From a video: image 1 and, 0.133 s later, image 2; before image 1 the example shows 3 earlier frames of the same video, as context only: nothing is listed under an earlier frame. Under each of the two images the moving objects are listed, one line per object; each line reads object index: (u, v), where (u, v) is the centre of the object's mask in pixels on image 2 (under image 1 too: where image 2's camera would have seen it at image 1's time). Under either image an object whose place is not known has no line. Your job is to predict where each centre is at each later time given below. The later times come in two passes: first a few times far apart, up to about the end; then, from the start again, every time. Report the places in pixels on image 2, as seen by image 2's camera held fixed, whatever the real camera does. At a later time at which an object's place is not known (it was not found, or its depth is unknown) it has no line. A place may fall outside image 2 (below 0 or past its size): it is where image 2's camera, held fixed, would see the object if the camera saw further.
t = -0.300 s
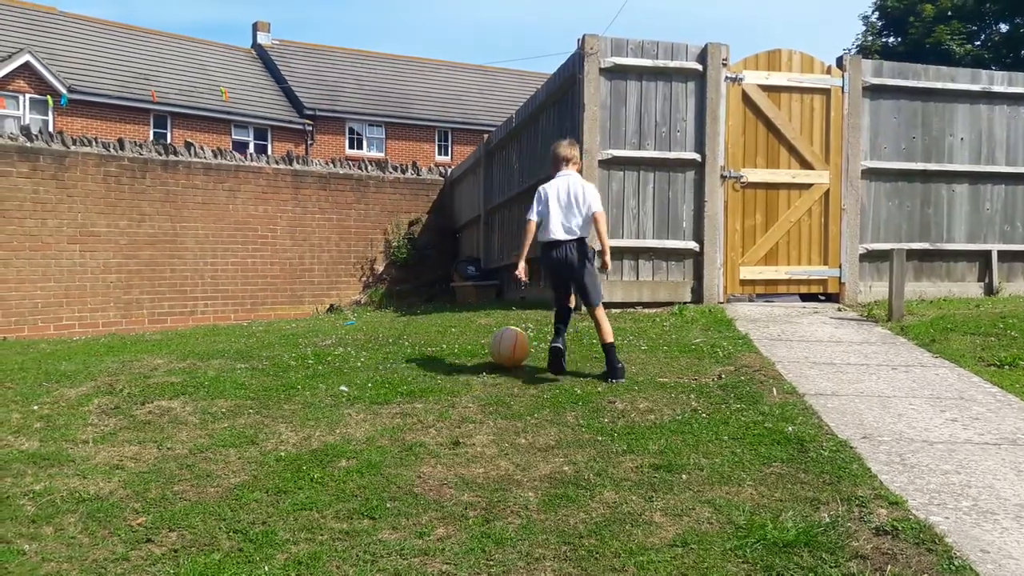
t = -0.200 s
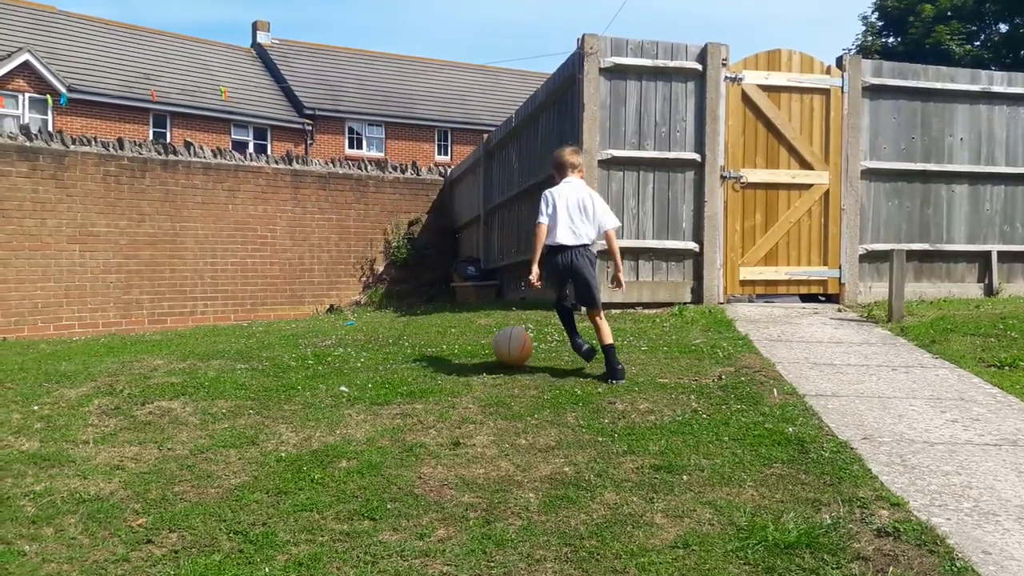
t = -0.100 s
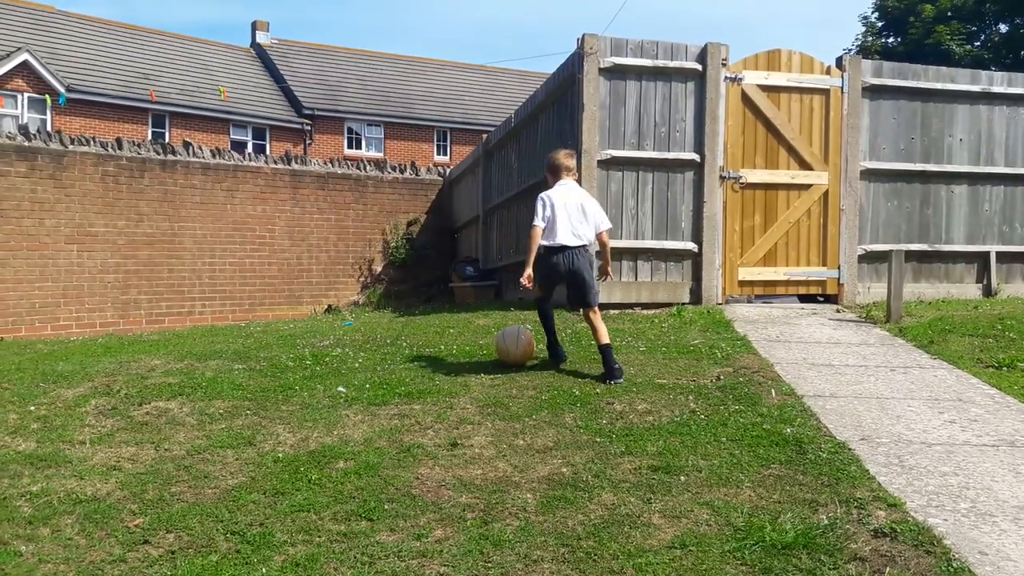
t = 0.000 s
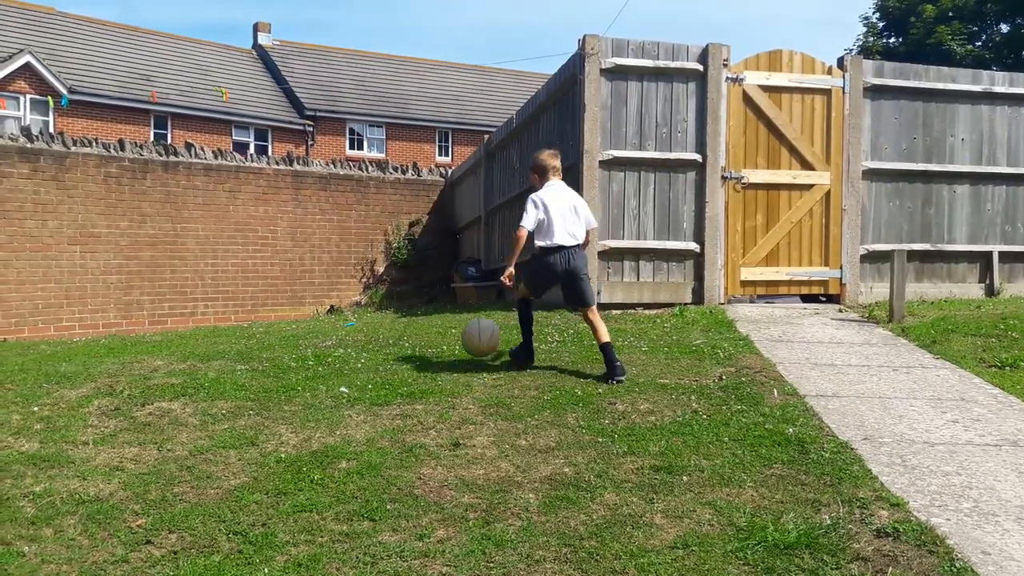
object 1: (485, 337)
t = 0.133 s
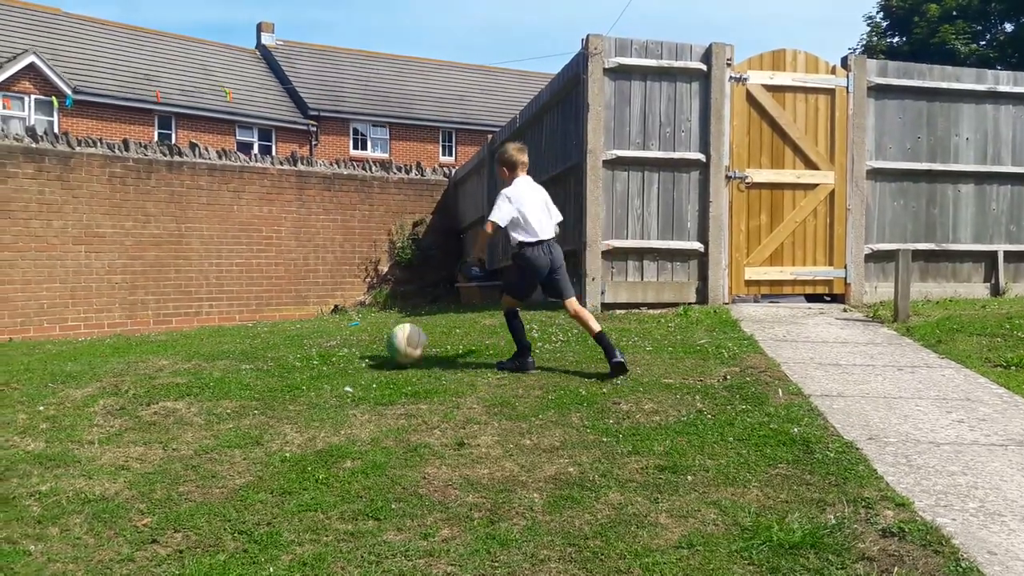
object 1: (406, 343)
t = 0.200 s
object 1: (376, 348)
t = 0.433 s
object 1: (308, 349)
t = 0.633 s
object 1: (247, 350)
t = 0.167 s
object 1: (387, 350)
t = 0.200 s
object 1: (376, 348)
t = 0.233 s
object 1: (366, 344)
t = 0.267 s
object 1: (357, 342)
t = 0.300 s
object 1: (348, 343)
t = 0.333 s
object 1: (338, 345)
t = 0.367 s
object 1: (328, 349)
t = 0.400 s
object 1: (318, 351)
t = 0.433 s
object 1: (308, 349)
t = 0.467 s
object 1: (298, 348)
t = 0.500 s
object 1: (288, 349)
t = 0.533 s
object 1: (278, 351)
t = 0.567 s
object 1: (268, 350)
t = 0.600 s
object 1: (257, 350)
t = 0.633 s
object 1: (247, 350)
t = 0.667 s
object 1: (236, 350)
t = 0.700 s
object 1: (226, 350)
